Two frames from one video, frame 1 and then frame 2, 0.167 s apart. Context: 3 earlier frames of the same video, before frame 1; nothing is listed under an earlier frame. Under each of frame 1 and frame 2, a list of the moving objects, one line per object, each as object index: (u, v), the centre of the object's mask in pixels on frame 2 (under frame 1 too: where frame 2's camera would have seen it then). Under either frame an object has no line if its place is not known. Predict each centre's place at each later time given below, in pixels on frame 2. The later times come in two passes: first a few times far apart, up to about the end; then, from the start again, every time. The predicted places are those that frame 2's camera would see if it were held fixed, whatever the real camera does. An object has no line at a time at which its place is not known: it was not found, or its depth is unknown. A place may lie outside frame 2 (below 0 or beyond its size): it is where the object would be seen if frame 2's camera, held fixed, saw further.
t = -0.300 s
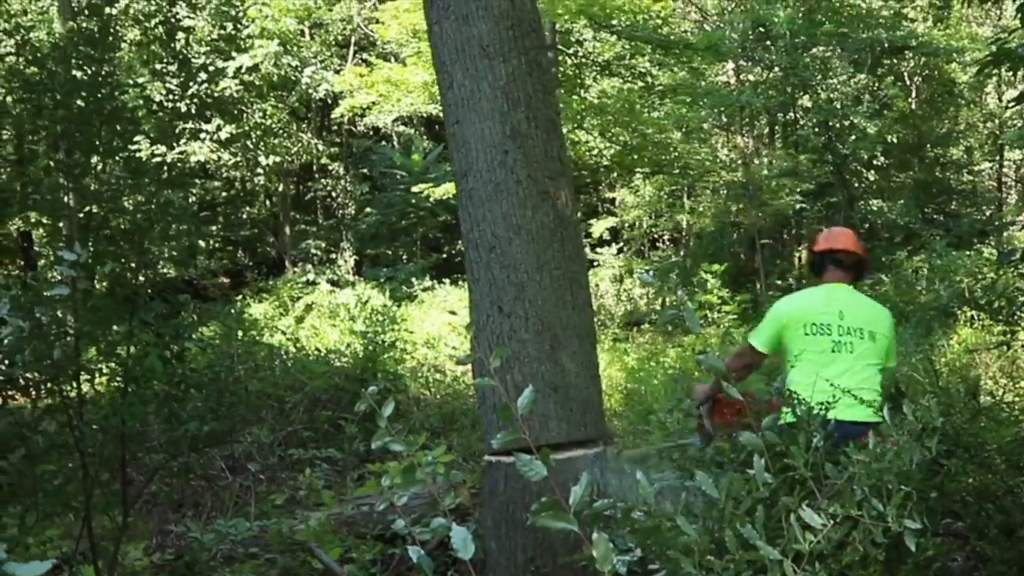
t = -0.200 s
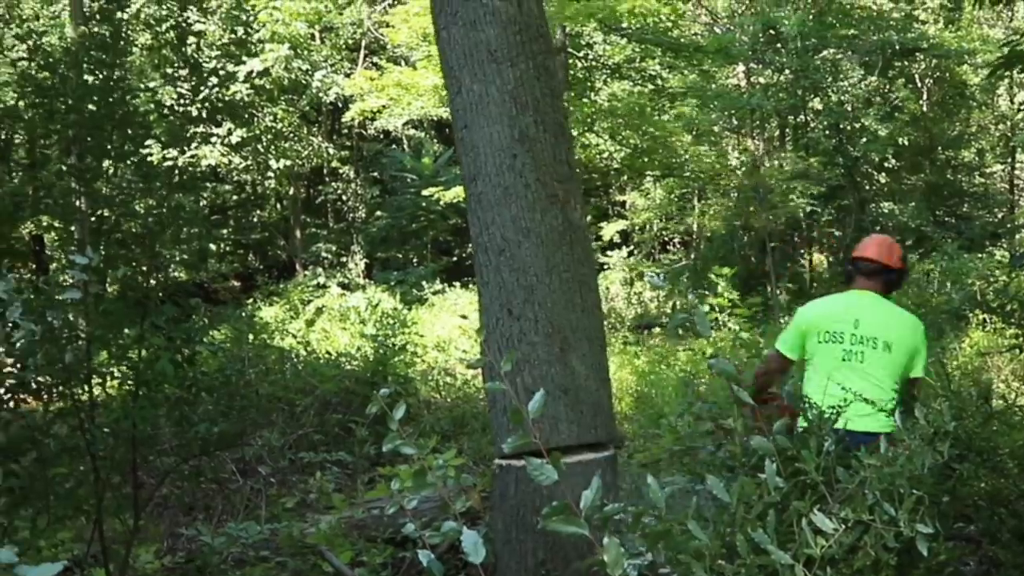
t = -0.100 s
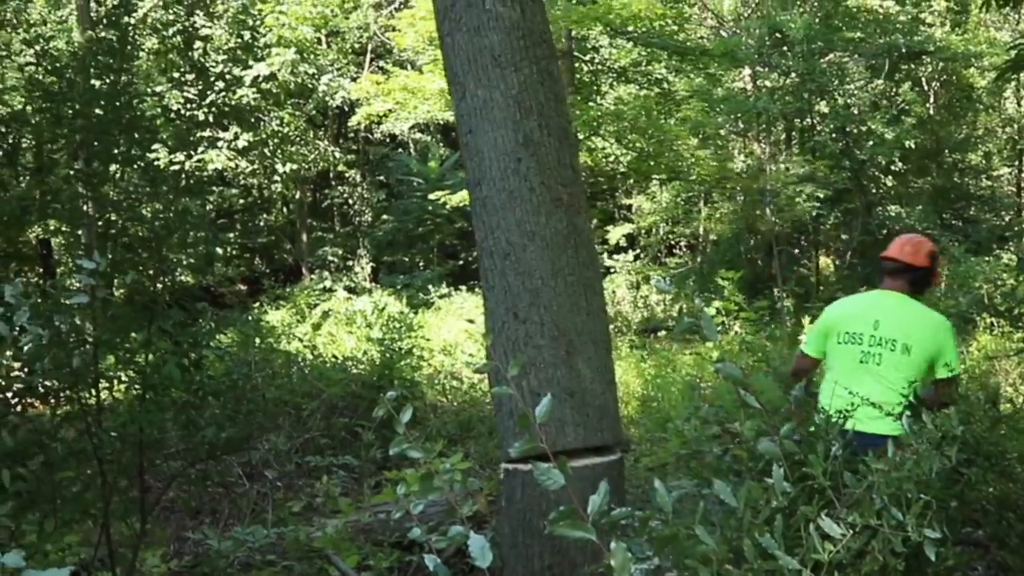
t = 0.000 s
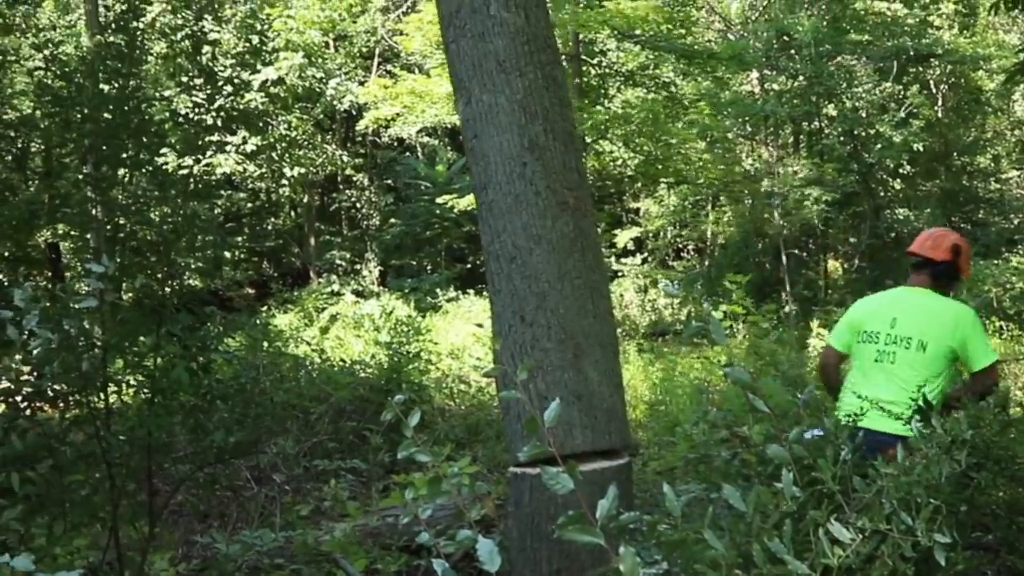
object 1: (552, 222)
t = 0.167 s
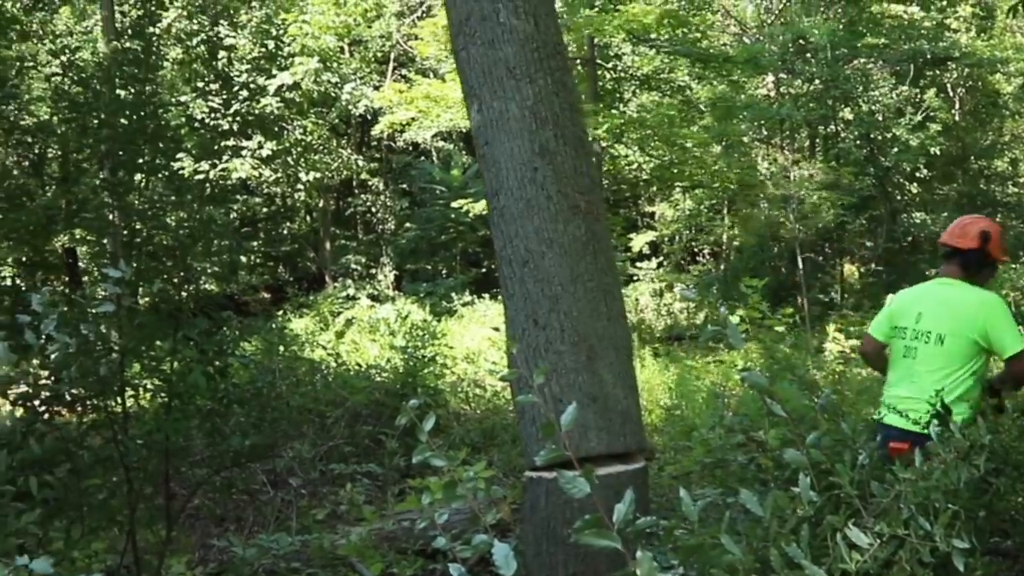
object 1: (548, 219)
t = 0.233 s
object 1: (546, 220)
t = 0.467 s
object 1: (539, 225)
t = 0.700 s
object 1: (531, 225)
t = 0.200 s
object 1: (547, 220)
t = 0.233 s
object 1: (546, 220)
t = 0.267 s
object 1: (545, 225)
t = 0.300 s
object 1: (545, 219)
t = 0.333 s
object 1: (544, 220)
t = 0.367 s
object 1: (543, 219)
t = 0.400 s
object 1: (542, 225)
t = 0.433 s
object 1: (540, 225)
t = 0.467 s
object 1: (539, 225)
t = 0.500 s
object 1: (538, 225)
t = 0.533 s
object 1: (537, 224)
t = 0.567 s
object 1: (536, 225)
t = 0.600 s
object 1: (535, 224)
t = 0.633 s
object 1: (534, 225)
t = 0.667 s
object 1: (532, 224)
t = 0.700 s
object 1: (531, 225)
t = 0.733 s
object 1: (530, 226)
